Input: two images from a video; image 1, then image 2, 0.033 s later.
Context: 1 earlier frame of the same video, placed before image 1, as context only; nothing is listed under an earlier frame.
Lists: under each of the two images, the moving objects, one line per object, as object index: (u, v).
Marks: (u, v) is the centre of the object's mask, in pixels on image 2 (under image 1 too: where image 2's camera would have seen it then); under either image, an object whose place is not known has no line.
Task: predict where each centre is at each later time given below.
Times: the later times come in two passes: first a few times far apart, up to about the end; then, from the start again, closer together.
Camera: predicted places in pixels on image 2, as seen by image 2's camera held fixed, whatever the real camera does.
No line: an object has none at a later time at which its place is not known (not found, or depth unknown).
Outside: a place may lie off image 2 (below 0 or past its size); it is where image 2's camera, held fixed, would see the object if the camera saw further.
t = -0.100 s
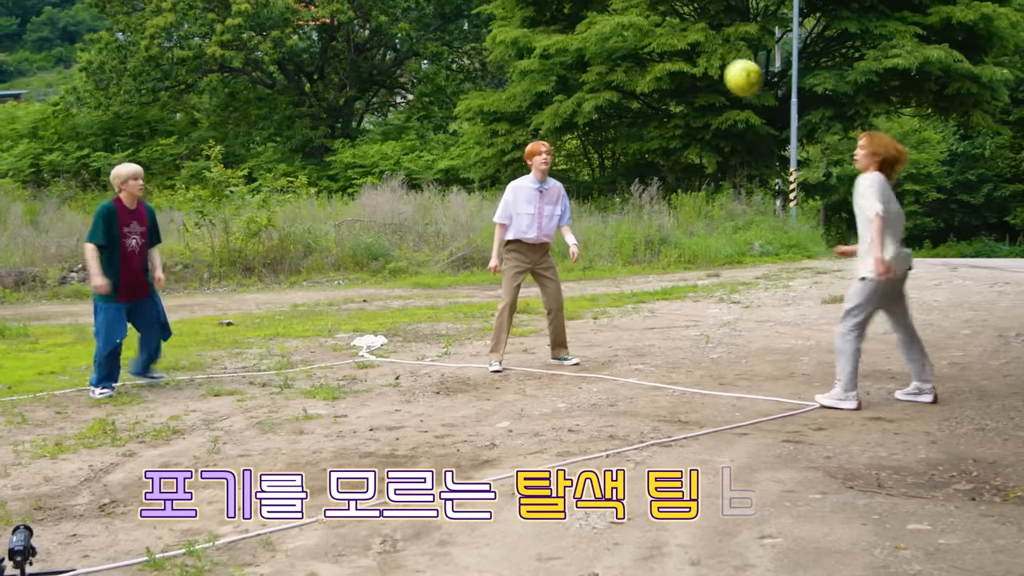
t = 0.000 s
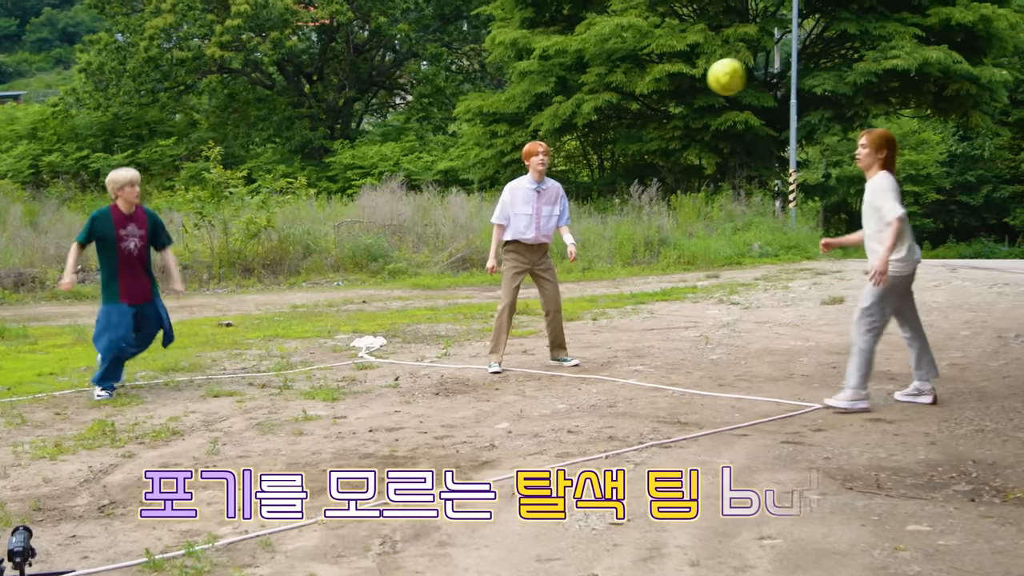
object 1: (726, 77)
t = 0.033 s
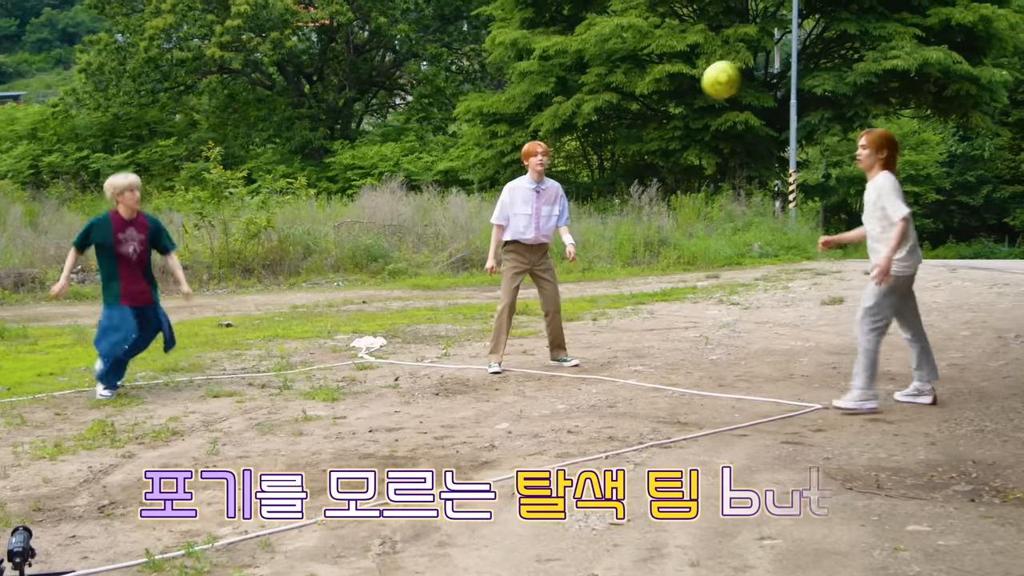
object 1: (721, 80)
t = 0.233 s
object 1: (687, 135)
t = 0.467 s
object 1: (646, 286)
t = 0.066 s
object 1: (715, 84)
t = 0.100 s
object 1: (709, 91)
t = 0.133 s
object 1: (704, 99)
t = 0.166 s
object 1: (699, 109)
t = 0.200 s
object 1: (693, 122)
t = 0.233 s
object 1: (687, 135)
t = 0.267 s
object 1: (681, 153)
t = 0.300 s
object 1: (676, 168)
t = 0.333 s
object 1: (671, 188)
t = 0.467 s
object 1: (646, 286)
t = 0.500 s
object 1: (642, 318)
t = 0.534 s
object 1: (634, 350)
